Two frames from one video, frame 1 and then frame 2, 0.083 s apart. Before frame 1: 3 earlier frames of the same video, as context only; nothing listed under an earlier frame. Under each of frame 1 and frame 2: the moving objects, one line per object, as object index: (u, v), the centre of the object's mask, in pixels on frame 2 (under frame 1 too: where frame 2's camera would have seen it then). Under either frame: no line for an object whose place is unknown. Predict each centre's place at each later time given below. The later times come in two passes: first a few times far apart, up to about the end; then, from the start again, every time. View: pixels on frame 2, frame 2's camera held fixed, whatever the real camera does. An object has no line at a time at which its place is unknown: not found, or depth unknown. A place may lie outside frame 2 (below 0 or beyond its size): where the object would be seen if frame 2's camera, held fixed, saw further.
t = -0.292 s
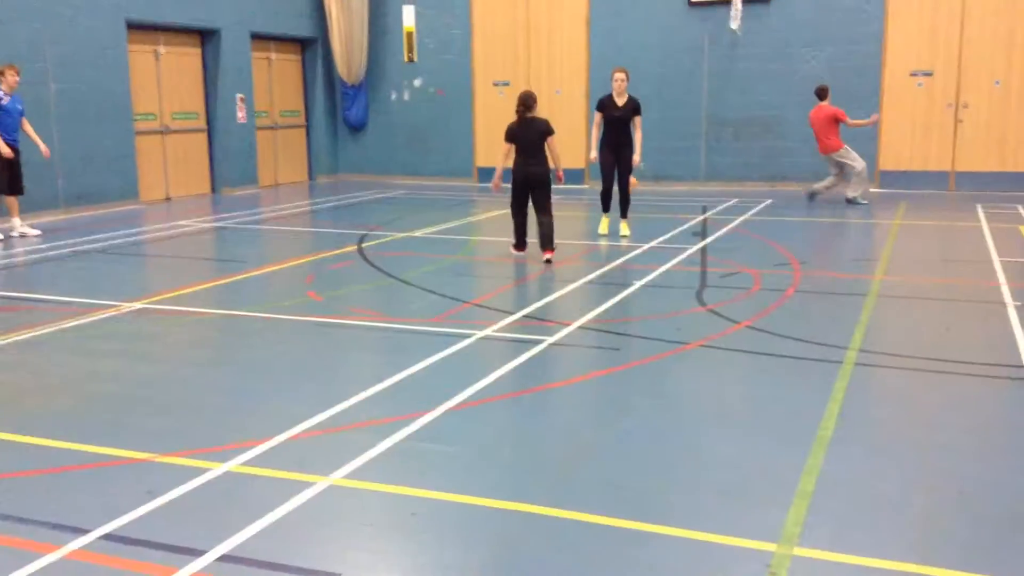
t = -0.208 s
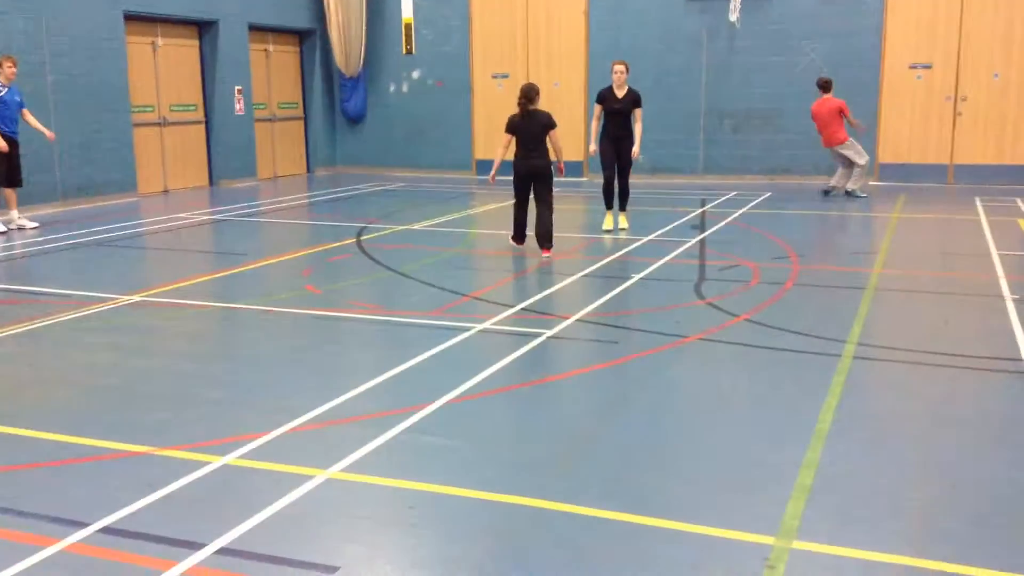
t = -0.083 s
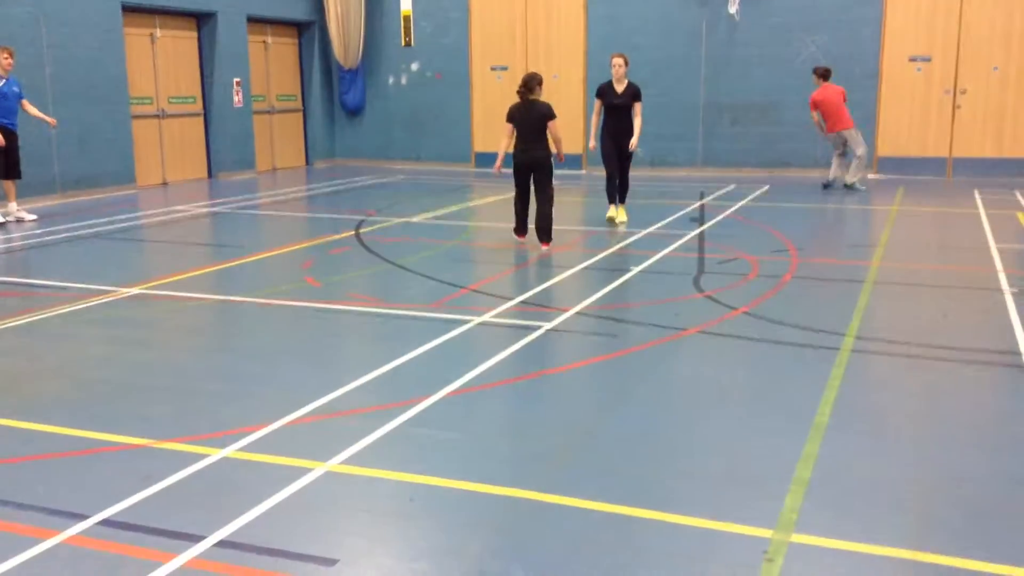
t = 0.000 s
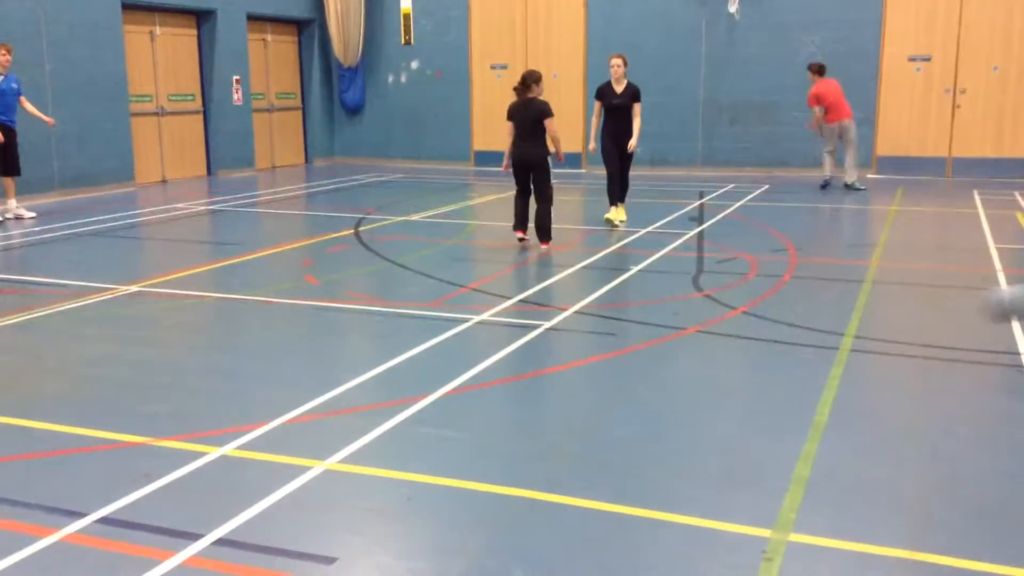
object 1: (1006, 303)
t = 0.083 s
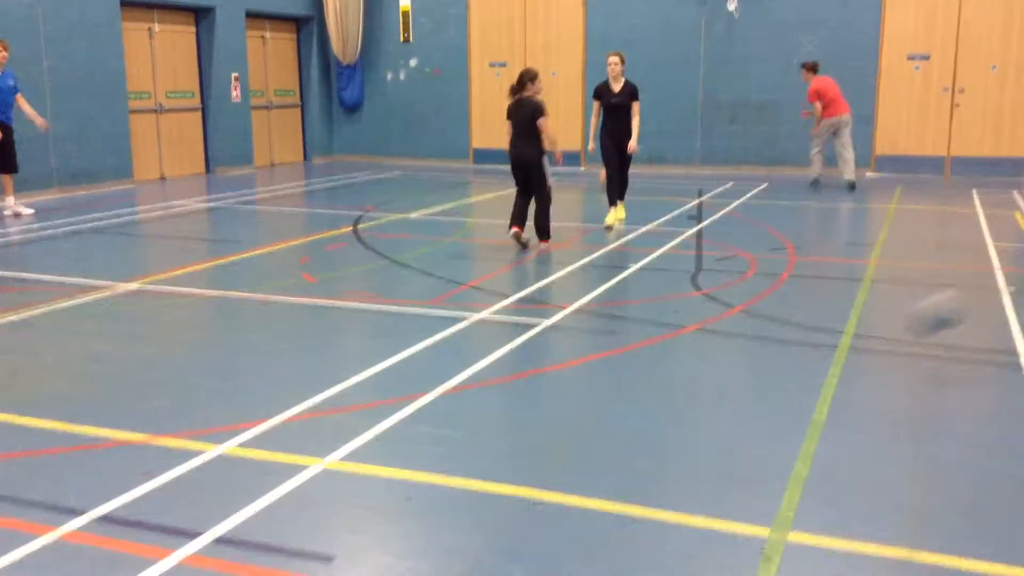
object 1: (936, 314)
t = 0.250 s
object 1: (793, 324)
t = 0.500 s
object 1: (613, 305)
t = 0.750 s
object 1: (447, 296)
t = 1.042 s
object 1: (277, 297)
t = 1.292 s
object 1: (144, 303)
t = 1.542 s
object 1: (23, 290)
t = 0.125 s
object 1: (903, 321)
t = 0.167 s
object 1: (868, 337)
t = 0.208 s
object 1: (825, 345)
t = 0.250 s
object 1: (793, 324)
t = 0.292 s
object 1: (763, 315)
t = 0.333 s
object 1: (732, 306)
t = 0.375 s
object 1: (700, 301)
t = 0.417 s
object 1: (671, 299)
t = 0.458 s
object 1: (640, 299)
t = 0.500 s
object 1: (613, 305)
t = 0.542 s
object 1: (583, 313)
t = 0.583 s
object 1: (555, 326)
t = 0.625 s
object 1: (527, 324)
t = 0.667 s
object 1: (501, 308)
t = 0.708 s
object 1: (474, 300)
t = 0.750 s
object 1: (447, 296)
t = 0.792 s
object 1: (424, 293)
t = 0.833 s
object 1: (397, 292)
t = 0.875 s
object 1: (374, 295)
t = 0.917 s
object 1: (350, 301)
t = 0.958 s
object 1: (325, 314)
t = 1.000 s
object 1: (302, 309)
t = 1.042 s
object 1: (277, 297)
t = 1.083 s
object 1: (254, 291)
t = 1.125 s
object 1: (230, 287)
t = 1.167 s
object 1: (211, 287)
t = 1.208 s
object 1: (187, 289)
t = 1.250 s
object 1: (165, 296)
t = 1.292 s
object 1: (144, 303)
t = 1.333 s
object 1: (124, 298)
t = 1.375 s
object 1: (102, 288)
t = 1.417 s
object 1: (82, 285)
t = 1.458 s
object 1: (63, 280)
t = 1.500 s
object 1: (41, 286)
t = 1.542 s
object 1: (23, 290)
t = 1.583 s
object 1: (9, 296)
